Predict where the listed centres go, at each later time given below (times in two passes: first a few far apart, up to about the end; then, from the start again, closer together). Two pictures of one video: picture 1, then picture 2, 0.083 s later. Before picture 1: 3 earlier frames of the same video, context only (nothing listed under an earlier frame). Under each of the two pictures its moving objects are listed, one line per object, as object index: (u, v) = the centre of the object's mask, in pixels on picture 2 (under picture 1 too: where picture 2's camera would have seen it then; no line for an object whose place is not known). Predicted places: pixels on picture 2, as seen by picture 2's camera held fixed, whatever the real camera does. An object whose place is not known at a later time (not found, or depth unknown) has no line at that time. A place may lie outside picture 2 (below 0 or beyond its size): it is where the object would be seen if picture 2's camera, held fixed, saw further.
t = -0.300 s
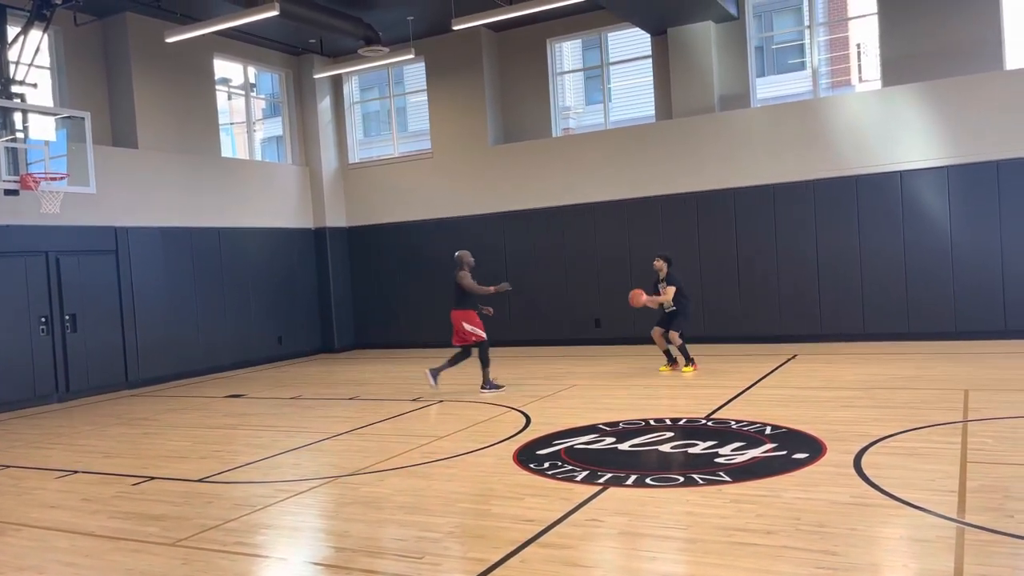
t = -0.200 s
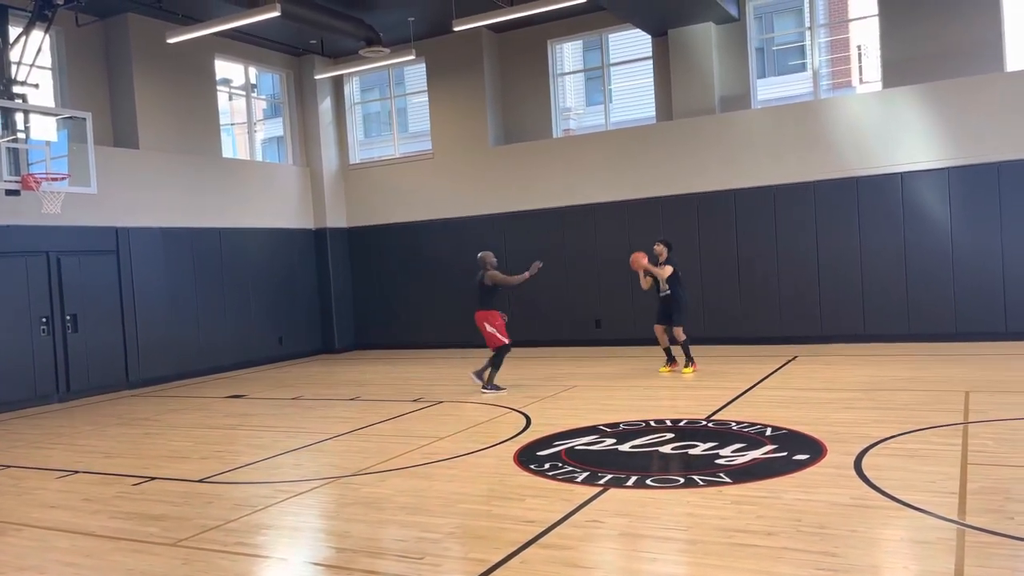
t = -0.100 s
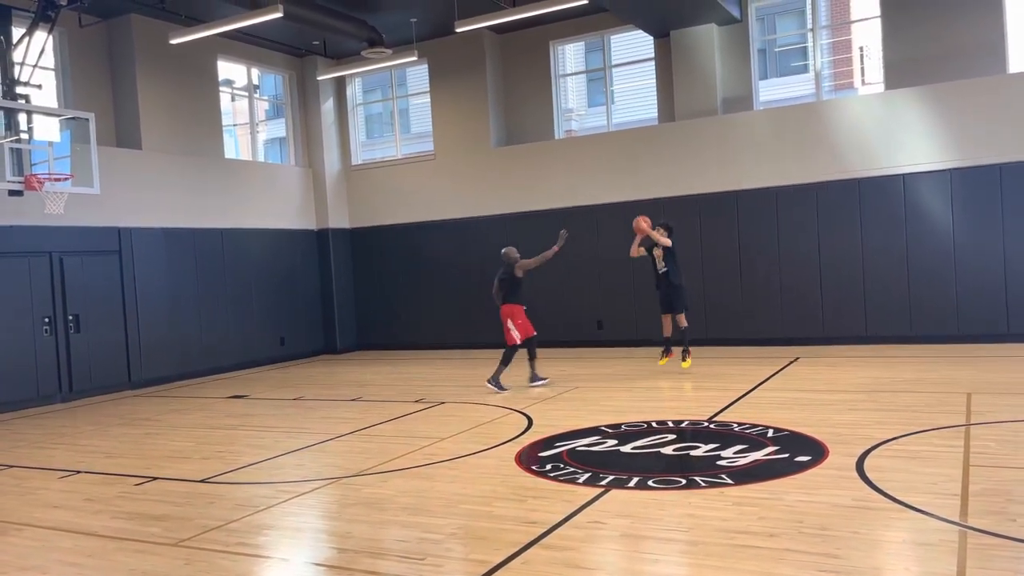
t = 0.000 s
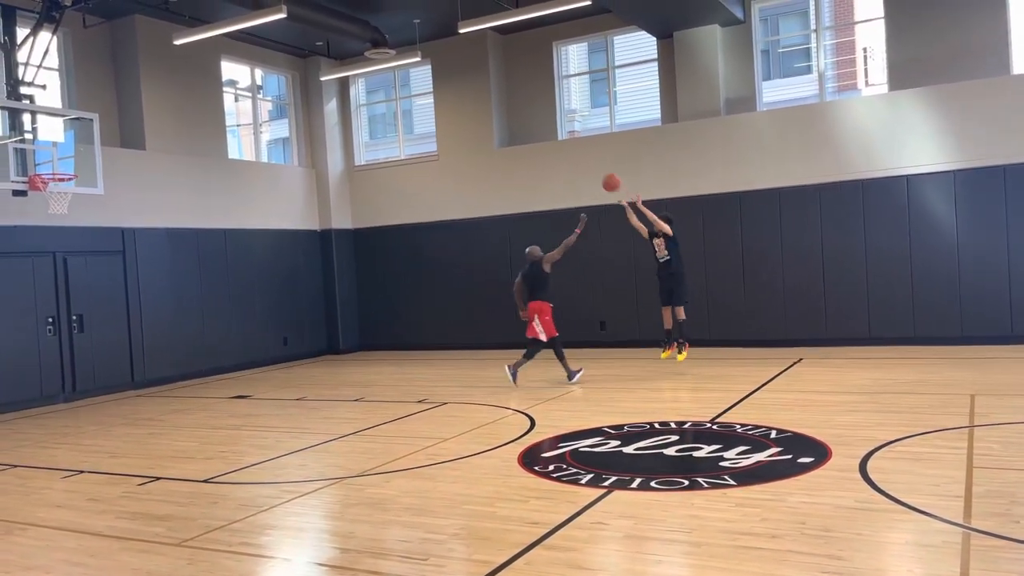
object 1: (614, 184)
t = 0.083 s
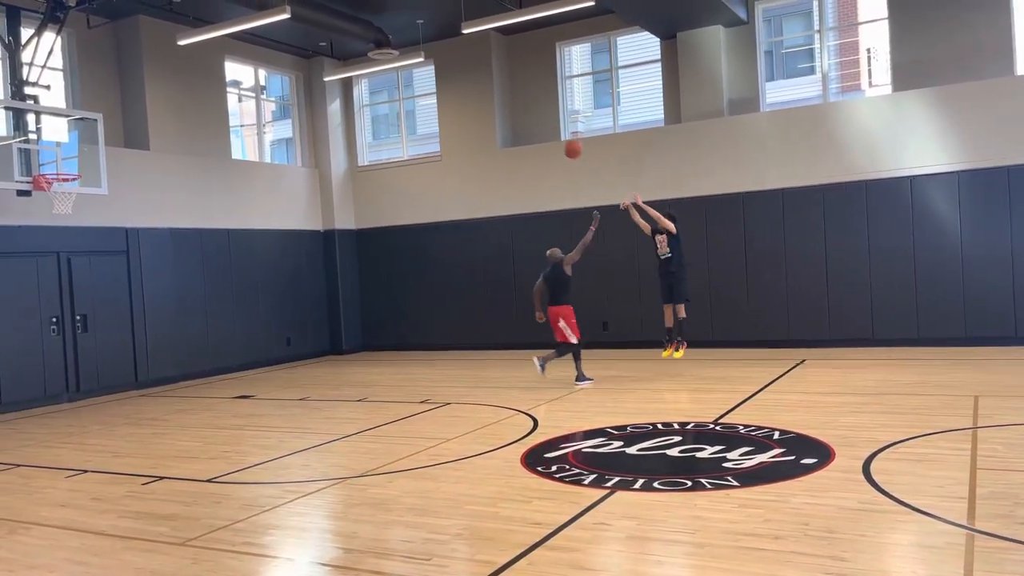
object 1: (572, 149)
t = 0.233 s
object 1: (499, 100)
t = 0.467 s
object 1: (385, 55)
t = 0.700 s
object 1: (273, 54)
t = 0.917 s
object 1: (171, 91)
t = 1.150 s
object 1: (62, 171)
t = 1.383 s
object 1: (37, 220)
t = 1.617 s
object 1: (36, 291)
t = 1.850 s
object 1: (35, 403)
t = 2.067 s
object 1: (54, 346)
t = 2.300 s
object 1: (81, 298)
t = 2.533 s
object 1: (109, 294)
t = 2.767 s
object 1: (139, 330)
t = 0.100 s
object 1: (564, 143)
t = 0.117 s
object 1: (556, 137)
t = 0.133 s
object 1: (547, 131)
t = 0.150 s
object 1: (539, 124)
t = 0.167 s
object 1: (531, 120)
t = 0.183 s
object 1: (523, 115)
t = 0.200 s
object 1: (515, 110)
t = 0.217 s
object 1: (507, 105)
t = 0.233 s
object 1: (499, 100)
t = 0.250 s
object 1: (490, 96)
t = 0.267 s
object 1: (482, 91)
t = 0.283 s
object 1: (473, 86)
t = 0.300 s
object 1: (465, 83)
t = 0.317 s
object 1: (458, 79)
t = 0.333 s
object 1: (450, 76)
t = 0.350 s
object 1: (442, 73)
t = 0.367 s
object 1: (433, 70)
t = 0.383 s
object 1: (425, 67)
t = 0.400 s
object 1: (417, 64)
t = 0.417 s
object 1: (409, 62)
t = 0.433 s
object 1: (400, 60)
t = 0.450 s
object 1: (393, 58)
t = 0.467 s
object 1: (385, 55)
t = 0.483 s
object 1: (376, 54)
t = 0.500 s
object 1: (368, 52)
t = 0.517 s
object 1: (360, 52)
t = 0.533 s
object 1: (353, 51)
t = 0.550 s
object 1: (346, 51)
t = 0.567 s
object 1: (337, 50)
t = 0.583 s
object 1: (329, 50)
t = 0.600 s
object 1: (321, 49)
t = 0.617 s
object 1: (313, 50)
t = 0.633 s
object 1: (304, 50)
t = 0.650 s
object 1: (298, 51)
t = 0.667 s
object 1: (290, 52)
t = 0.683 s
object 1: (282, 53)
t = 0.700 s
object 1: (273, 54)
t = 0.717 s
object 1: (266, 56)
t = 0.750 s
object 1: (250, 59)
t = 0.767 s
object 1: (242, 61)
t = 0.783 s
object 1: (234, 63)
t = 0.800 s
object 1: (226, 66)
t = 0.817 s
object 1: (218, 70)
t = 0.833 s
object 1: (210, 73)
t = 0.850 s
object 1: (202, 75)
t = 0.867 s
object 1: (195, 79)
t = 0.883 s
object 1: (186, 83)
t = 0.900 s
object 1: (179, 87)
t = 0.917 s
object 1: (171, 91)
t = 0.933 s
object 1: (163, 95)
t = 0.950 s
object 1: (155, 99)
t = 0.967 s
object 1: (147, 104)
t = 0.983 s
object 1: (139, 109)
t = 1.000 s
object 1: (131, 114)
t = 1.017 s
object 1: (124, 120)
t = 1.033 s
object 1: (117, 125)
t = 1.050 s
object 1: (109, 131)
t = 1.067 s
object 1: (100, 137)
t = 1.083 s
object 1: (93, 144)
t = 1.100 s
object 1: (85, 150)
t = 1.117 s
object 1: (77, 157)
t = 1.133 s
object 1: (70, 164)
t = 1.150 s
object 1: (62, 171)
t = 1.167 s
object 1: (54, 180)
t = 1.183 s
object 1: (46, 185)
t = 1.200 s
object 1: (43, 187)
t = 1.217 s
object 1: (42, 190)
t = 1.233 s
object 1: (41, 192)
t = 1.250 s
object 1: (41, 194)
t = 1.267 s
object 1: (40, 200)
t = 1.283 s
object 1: (39, 203)
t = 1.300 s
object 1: (39, 205)
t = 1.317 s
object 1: (38, 207)
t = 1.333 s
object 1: (38, 210)
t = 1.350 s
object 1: (38, 213)
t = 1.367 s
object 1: (38, 217)
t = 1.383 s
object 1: (37, 220)
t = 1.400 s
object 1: (37, 223)
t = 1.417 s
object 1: (37, 228)
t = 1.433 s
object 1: (37, 232)
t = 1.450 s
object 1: (37, 236)
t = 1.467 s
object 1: (37, 240)
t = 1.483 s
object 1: (37, 246)
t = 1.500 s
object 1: (37, 251)
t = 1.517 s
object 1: (37, 256)
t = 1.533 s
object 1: (36, 261)
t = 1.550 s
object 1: (37, 267)
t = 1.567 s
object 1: (37, 273)
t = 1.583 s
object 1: (37, 279)
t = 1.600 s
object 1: (37, 285)
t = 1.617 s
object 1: (36, 291)
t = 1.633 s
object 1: (36, 298)
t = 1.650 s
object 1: (36, 305)
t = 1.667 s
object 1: (36, 312)
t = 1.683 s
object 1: (36, 320)
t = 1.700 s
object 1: (35, 327)
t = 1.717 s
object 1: (36, 335)
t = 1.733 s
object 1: (35, 342)
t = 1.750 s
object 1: (36, 351)
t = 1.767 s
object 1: (36, 359)
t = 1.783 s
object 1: (36, 368)
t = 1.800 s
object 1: (35, 376)
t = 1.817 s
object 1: (35, 385)
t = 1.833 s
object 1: (35, 393)
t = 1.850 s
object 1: (35, 403)
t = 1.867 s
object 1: (34, 413)
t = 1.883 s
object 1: (36, 413)
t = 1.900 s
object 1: (37, 405)
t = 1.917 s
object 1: (40, 398)
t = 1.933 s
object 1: (41, 392)
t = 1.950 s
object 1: (42, 385)
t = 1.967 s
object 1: (44, 379)
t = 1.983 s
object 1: (46, 373)
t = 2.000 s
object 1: (48, 367)
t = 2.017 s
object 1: (50, 361)
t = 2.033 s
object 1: (51, 356)
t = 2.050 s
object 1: (53, 351)
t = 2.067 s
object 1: (54, 346)
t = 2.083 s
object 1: (56, 341)
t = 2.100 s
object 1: (58, 336)
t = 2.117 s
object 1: (60, 331)
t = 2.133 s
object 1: (62, 328)
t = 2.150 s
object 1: (64, 324)
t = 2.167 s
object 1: (65, 320)
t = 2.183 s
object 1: (68, 317)
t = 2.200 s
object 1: (70, 313)
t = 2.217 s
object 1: (71, 310)
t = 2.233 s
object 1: (73, 307)
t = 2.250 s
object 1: (75, 305)
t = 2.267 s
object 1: (77, 303)
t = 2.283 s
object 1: (79, 300)
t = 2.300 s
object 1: (81, 298)
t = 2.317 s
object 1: (82, 297)
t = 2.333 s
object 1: (85, 295)
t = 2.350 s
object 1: (88, 294)
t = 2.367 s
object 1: (90, 293)
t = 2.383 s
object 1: (91, 292)
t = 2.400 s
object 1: (93, 292)
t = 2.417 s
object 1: (95, 291)
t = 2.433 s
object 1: (97, 291)
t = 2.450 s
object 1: (99, 291)
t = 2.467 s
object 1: (101, 291)
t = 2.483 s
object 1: (102, 292)
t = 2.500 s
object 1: (105, 292)
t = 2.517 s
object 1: (107, 293)
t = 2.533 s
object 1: (109, 294)
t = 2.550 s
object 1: (111, 295)
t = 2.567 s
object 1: (113, 297)
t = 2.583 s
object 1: (115, 298)
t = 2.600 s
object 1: (118, 300)
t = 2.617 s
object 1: (120, 302)
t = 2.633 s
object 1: (122, 305)
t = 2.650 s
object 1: (124, 307)
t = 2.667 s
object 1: (126, 310)
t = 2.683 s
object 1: (128, 312)
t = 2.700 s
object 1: (130, 315)
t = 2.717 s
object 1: (133, 319)
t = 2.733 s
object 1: (135, 323)
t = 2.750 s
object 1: (137, 326)
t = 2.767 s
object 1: (139, 330)
